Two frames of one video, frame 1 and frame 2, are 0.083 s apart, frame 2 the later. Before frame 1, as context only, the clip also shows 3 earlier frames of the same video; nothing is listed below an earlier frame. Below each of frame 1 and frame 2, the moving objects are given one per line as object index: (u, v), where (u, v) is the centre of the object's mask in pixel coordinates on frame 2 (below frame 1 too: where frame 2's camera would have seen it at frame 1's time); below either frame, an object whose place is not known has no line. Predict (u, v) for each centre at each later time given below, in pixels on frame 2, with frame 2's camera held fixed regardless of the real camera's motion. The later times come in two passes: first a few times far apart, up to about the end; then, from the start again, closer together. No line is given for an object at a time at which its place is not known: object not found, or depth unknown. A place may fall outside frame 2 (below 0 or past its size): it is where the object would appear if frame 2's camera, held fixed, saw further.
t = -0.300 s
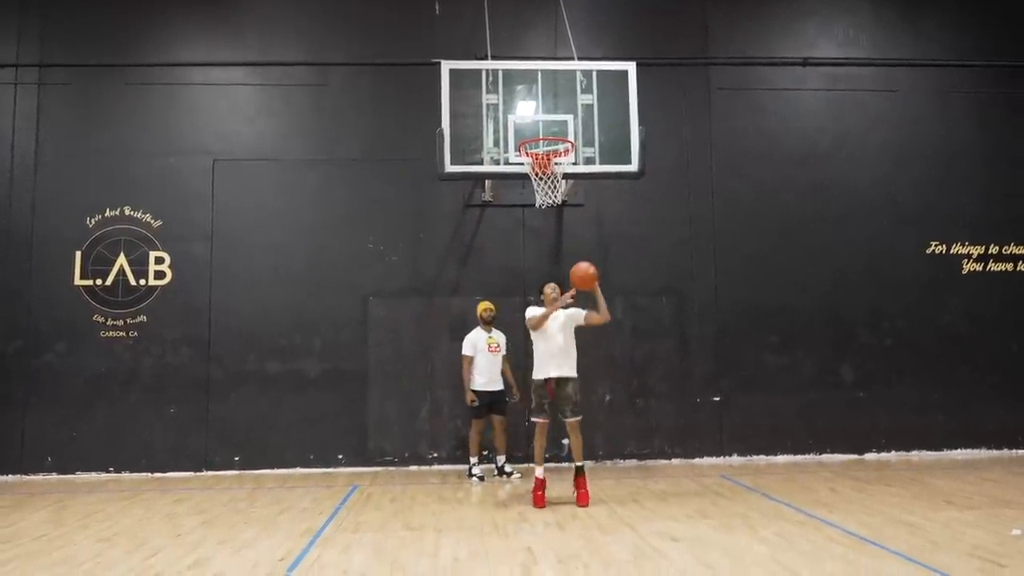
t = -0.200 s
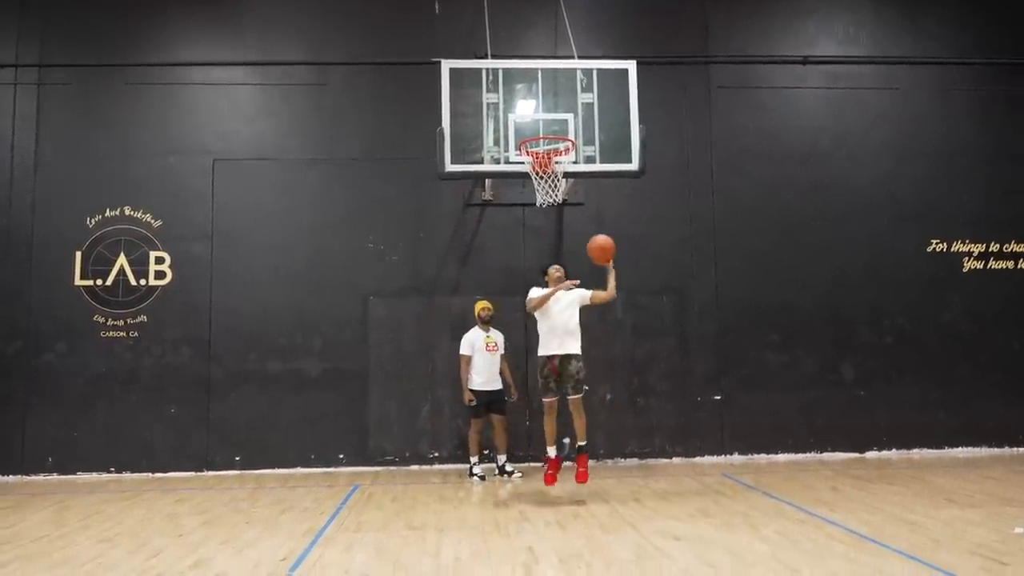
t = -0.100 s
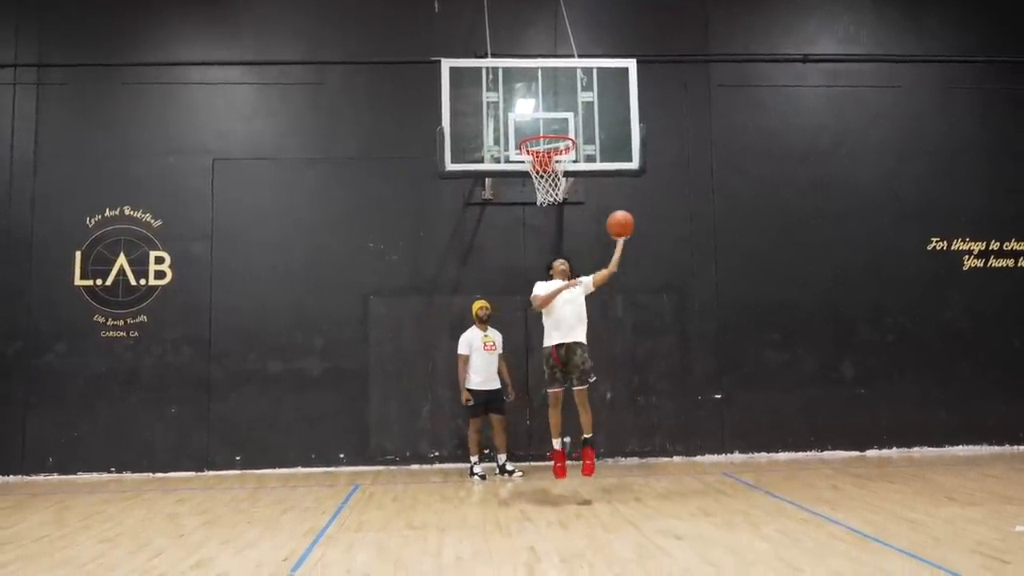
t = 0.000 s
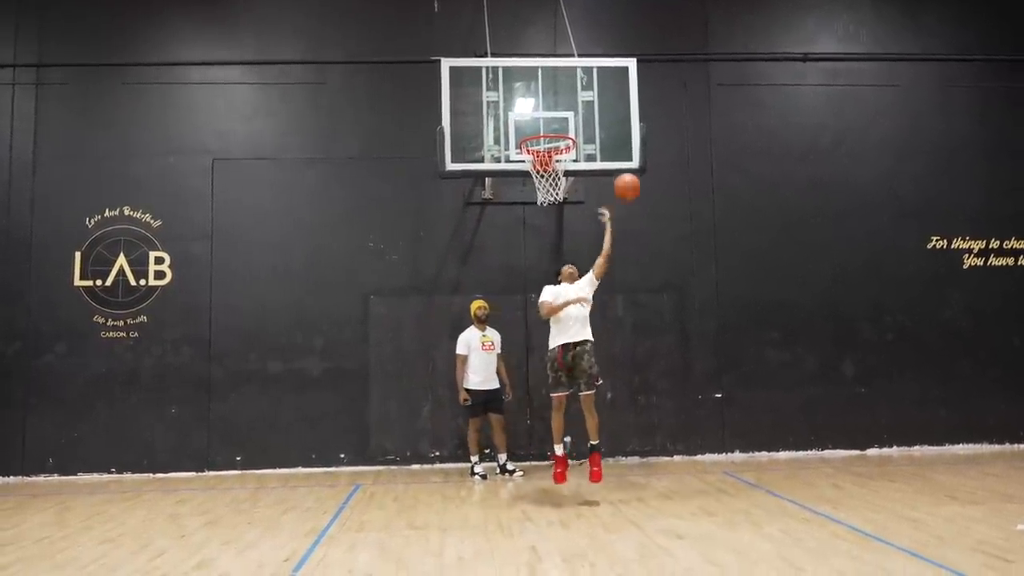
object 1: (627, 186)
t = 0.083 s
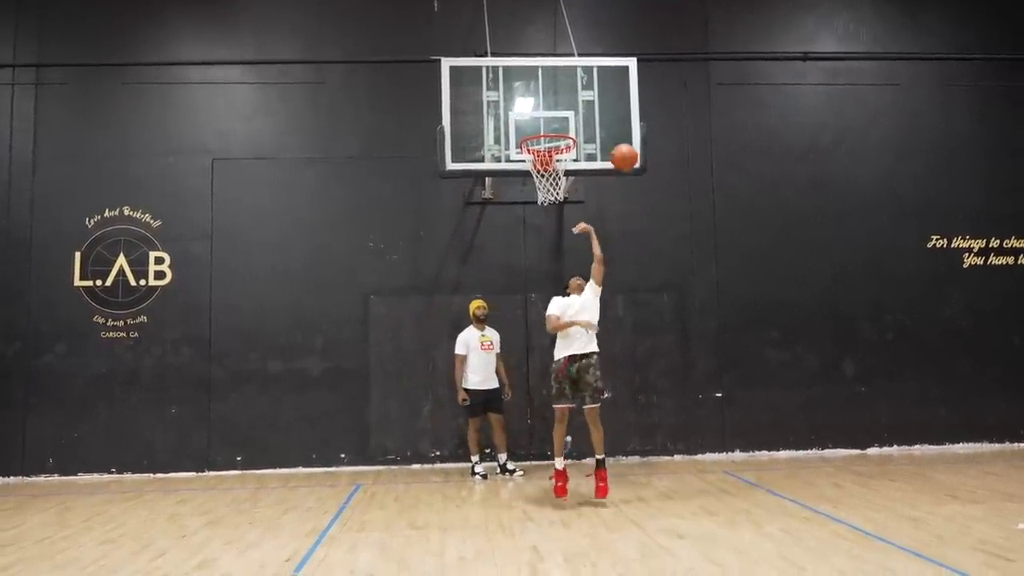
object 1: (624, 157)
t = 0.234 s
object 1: (618, 125)
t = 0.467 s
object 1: (599, 116)
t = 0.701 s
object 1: (599, 138)
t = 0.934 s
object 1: (657, 175)
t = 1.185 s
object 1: (719, 277)
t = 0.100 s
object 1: (623, 152)
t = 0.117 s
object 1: (622, 147)
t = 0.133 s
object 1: (622, 143)
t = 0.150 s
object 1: (622, 140)
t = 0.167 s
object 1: (621, 136)
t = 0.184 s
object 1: (620, 132)
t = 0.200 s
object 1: (620, 130)
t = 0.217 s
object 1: (619, 127)
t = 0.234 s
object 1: (618, 125)
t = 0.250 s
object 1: (618, 123)
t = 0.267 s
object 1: (618, 121)
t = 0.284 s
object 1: (618, 120)
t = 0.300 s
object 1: (617, 119)
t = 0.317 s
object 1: (617, 118)
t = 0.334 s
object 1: (616, 117)
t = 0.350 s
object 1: (615, 116)
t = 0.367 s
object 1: (613, 115)
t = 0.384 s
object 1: (611, 114)
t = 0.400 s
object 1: (608, 114)
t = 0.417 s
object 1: (605, 114)
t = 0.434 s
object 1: (603, 115)
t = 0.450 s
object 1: (601, 115)
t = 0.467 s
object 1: (599, 116)
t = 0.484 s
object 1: (598, 117)
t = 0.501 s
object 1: (594, 118)
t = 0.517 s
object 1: (593, 120)
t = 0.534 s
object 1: (591, 122)
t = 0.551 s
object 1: (588, 125)
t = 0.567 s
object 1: (586, 127)
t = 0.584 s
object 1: (583, 130)
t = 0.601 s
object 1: (582, 133)
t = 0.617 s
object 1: (580, 137)
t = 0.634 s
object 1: (583, 137)
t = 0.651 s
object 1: (587, 137)
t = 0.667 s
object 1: (591, 137)
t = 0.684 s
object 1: (595, 137)
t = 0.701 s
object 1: (599, 138)
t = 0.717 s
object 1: (603, 138)
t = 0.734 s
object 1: (606, 139)
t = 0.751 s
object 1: (612, 141)
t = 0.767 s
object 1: (615, 143)
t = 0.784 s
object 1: (619, 145)
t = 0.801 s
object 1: (624, 146)
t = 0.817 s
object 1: (628, 149)
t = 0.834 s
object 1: (632, 152)
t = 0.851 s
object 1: (636, 157)
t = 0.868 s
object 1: (640, 159)
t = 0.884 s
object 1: (644, 162)
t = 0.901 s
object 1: (649, 166)
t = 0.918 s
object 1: (653, 170)
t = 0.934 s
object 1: (657, 175)
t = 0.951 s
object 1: (661, 180)
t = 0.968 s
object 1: (665, 185)
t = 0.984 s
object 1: (669, 190)
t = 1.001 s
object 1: (673, 196)
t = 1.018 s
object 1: (677, 202)
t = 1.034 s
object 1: (682, 208)
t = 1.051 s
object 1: (686, 214)
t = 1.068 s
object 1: (690, 221)
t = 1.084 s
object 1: (695, 228)
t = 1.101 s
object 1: (699, 236)
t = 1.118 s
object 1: (702, 244)
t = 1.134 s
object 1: (707, 252)
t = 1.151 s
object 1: (712, 259)
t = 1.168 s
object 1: (716, 268)
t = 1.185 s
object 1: (719, 277)
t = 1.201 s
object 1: (724, 286)
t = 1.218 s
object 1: (728, 296)
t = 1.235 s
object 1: (732, 305)
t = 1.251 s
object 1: (736, 315)
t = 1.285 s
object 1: (743, 335)
